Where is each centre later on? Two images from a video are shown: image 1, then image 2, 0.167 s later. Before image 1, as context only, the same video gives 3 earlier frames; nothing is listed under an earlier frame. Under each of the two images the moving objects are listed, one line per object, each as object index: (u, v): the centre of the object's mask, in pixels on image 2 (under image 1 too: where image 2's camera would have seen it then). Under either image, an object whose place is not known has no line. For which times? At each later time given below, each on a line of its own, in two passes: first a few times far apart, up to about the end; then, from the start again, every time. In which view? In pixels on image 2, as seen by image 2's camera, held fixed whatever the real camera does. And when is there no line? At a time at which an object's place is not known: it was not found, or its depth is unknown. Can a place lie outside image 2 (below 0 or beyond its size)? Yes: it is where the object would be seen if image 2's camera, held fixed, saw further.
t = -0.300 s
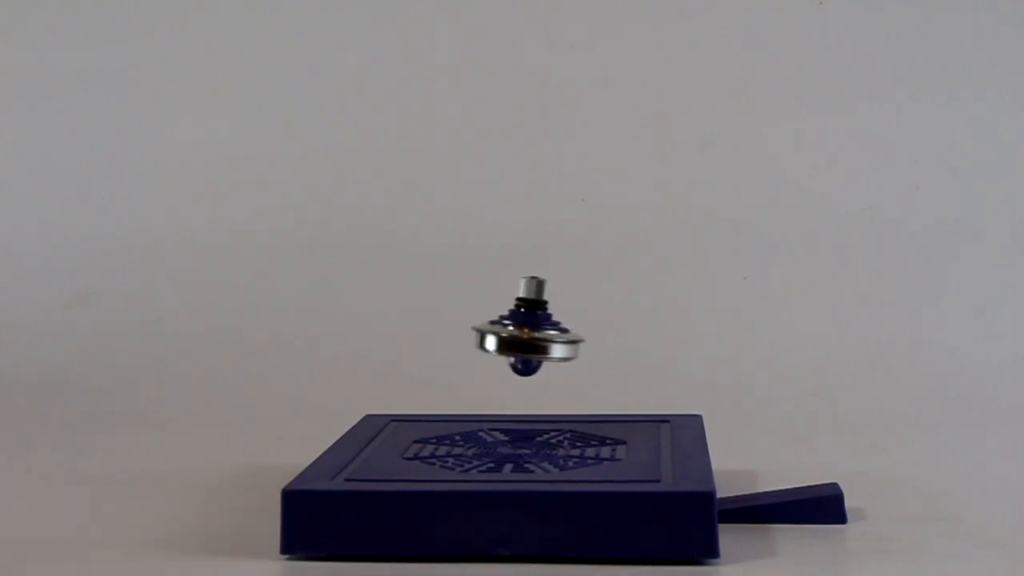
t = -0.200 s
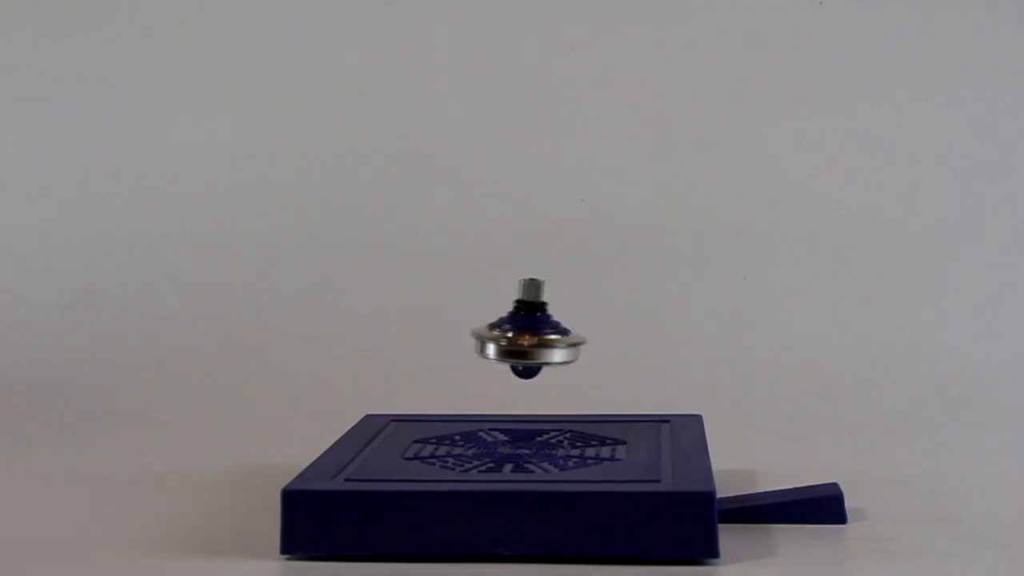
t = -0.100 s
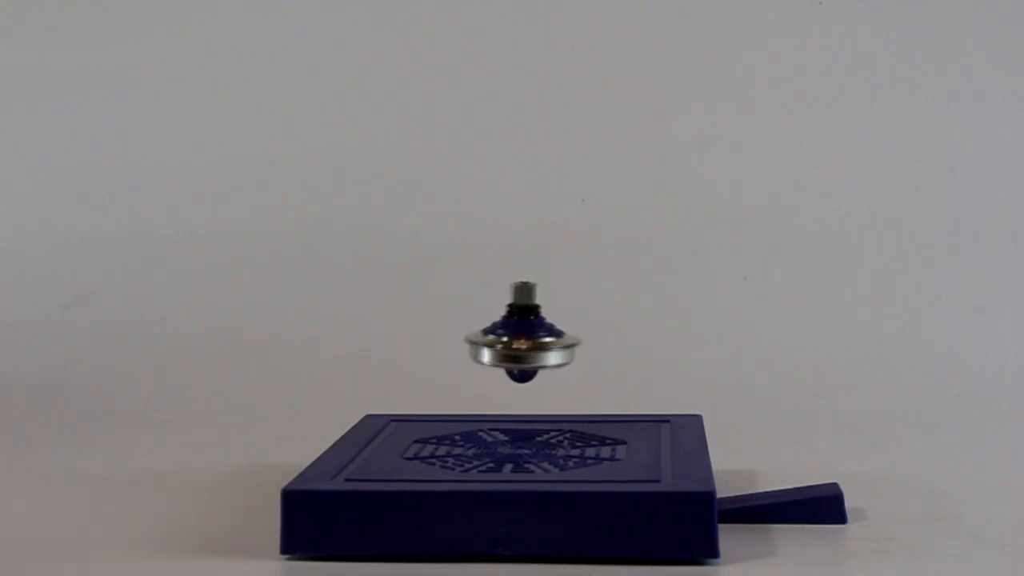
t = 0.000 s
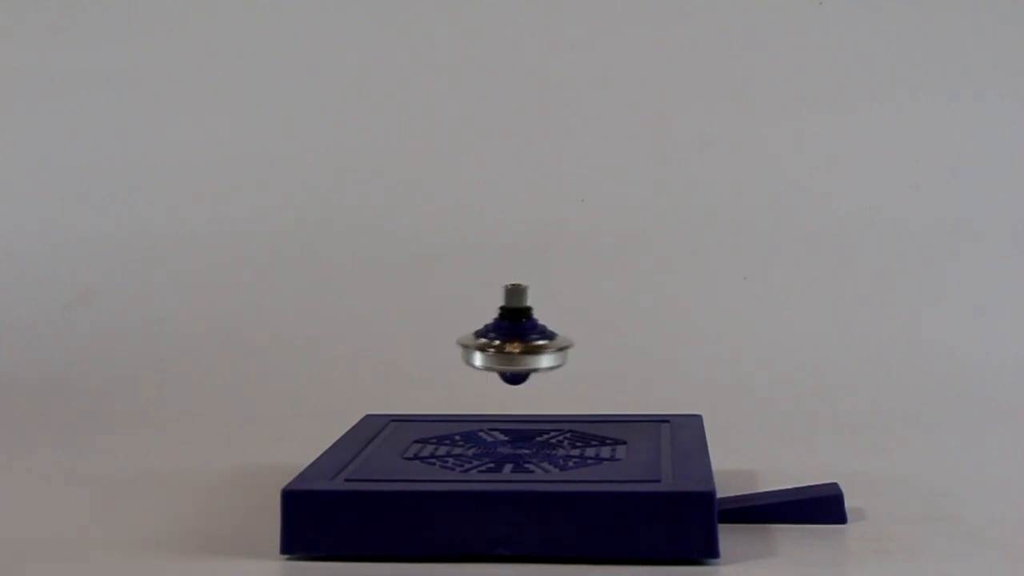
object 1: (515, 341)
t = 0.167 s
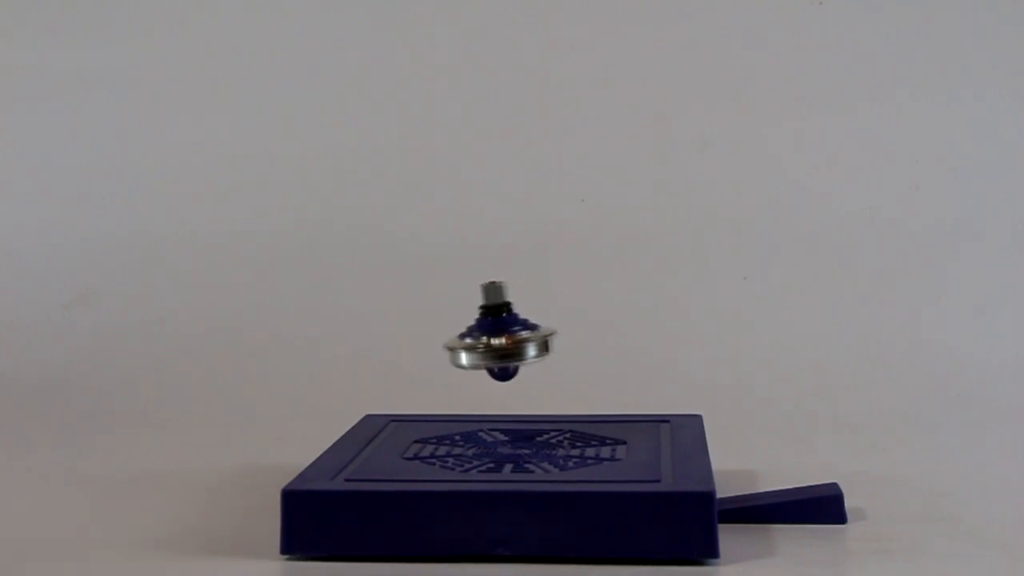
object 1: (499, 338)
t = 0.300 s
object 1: (508, 333)
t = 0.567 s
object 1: (526, 332)
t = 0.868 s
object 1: (500, 343)
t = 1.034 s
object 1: (502, 336)
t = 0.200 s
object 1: (498, 336)
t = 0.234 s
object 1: (500, 335)
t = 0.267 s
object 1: (503, 334)
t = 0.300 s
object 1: (508, 333)
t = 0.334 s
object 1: (513, 332)
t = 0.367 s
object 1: (518, 332)
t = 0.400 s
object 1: (522, 332)
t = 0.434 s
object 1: (525, 332)
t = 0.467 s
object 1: (526, 332)
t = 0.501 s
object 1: (527, 332)
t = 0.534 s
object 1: (526, 332)
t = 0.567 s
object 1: (526, 332)
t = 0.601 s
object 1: (527, 333)
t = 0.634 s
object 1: (527, 334)
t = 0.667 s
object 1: (526, 335)
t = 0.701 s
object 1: (523, 337)
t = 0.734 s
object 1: (519, 339)
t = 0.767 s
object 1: (515, 340)
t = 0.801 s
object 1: (510, 342)
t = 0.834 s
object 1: (505, 343)
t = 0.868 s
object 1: (500, 343)
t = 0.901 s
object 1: (497, 343)
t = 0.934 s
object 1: (496, 342)
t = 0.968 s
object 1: (496, 341)
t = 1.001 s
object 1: (499, 338)
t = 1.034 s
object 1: (502, 336)
